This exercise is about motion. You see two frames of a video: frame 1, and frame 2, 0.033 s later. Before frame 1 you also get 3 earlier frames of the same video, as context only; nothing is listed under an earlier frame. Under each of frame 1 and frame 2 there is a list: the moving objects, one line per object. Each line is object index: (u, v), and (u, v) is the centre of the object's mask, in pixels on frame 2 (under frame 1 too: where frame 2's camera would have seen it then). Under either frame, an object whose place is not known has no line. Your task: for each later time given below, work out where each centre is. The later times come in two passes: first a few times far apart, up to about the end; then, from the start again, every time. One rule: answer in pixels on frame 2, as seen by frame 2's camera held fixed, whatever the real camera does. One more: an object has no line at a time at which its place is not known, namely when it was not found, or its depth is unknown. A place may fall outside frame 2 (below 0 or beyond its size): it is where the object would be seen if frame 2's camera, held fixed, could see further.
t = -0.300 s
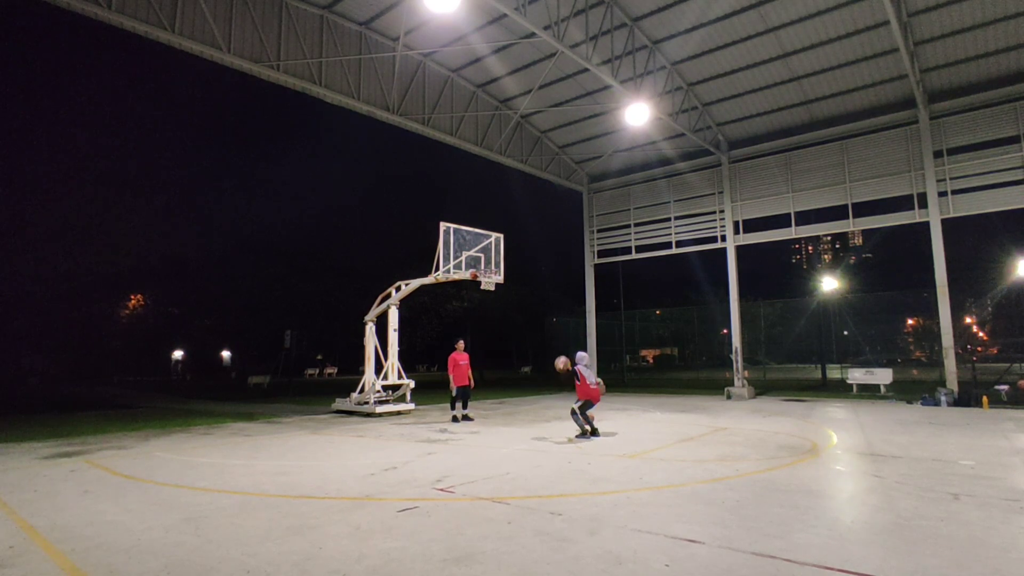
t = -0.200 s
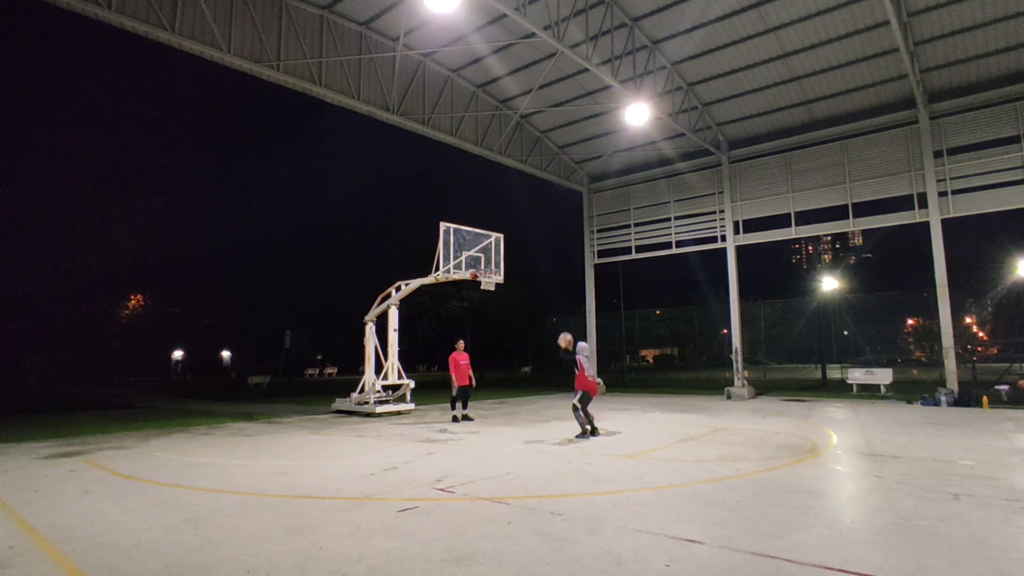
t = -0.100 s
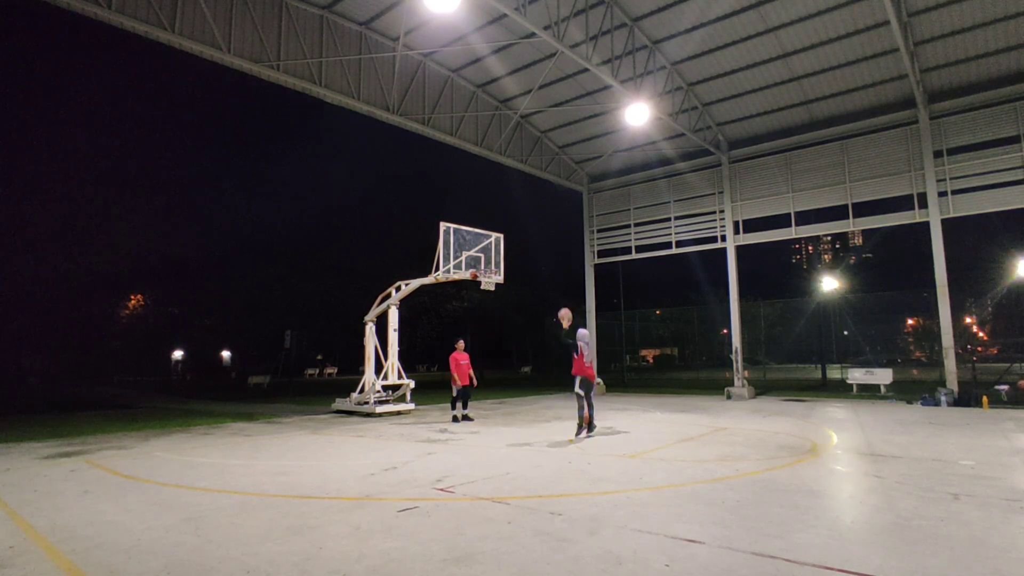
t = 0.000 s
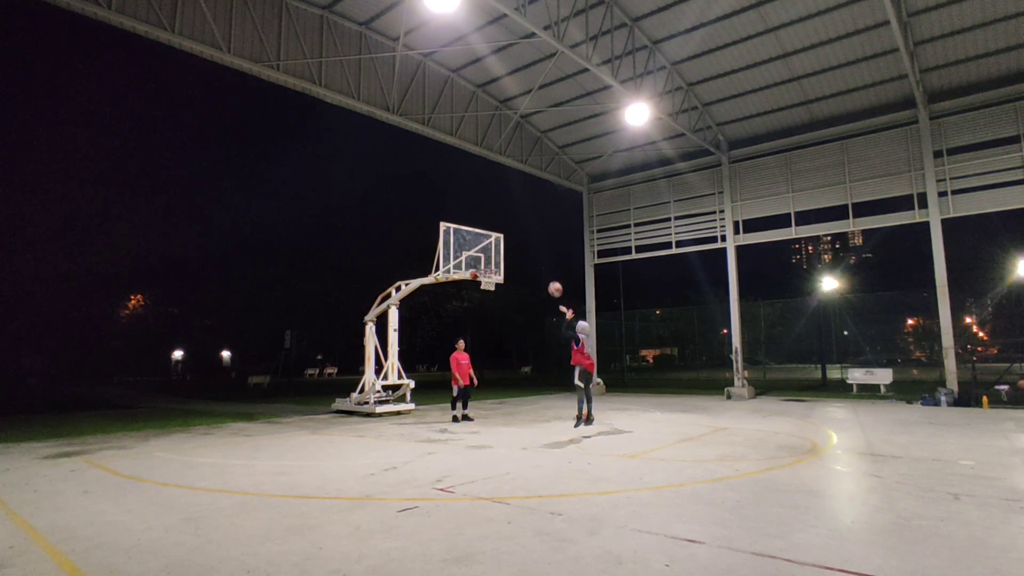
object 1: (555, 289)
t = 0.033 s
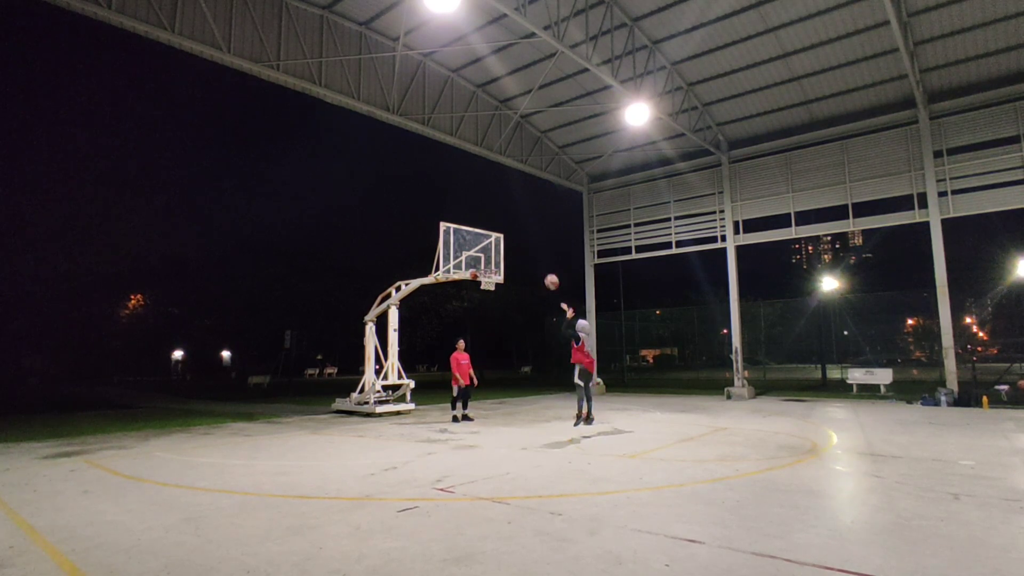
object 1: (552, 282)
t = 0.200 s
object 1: (535, 254)
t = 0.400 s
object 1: (517, 242)
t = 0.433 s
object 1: (514, 242)
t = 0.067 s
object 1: (548, 275)
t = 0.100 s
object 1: (545, 269)
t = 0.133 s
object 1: (541, 263)
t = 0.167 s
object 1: (538, 259)
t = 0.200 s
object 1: (535, 254)
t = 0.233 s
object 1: (532, 251)
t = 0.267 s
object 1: (529, 248)
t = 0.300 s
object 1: (526, 246)
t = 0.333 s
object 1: (523, 244)
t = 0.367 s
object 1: (519, 243)
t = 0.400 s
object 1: (517, 242)
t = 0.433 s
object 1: (514, 242)
